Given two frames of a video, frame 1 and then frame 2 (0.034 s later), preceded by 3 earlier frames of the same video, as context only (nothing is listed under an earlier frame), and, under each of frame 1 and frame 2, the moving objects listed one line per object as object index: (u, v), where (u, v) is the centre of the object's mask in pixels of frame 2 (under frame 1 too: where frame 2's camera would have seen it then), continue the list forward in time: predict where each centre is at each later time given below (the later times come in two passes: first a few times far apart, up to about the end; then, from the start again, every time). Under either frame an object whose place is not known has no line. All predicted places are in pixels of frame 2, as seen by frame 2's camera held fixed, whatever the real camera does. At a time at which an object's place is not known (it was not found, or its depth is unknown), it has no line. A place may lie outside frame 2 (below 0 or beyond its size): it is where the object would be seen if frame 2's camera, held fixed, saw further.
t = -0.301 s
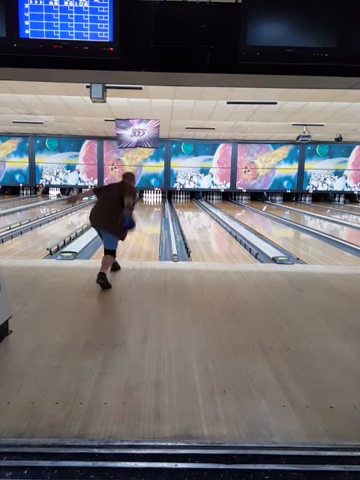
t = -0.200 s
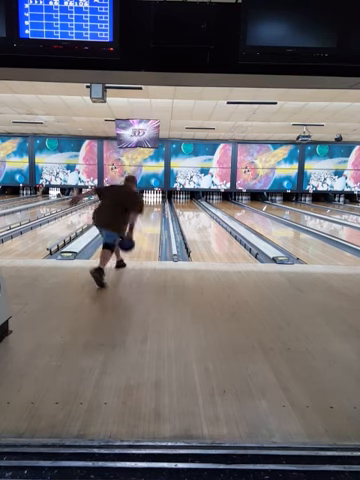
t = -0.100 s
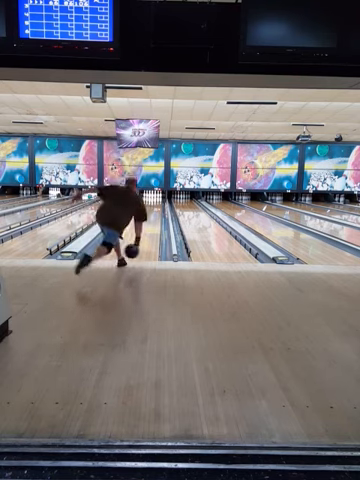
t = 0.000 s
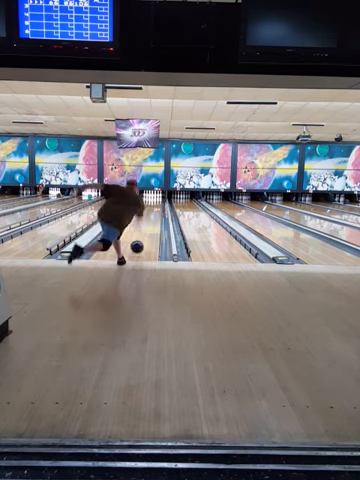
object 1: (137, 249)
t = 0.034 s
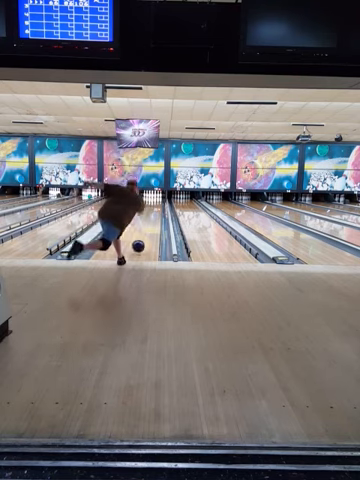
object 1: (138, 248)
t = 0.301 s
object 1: (146, 234)
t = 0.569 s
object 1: (151, 222)
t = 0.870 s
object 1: (154, 214)
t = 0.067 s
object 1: (139, 248)
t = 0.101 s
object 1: (141, 246)
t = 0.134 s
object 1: (142, 245)
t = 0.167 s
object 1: (142, 242)
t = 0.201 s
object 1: (144, 240)
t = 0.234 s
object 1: (144, 238)
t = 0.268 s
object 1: (146, 236)
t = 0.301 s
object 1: (146, 234)
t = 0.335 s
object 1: (146, 231)
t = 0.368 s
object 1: (147, 229)
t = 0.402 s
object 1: (148, 228)
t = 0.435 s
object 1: (148, 227)
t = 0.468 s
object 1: (149, 225)
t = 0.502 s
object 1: (150, 224)
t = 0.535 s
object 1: (150, 223)
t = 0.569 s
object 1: (151, 222)
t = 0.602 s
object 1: (151, 220)
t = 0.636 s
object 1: (152, 220)
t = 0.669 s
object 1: (152, 219)
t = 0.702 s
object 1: (152, 218)
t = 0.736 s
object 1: (153, 217)
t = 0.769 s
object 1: (153, 216)
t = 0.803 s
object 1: (153, 215)
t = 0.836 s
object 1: (154, 215)
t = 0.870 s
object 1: (154, 214)
